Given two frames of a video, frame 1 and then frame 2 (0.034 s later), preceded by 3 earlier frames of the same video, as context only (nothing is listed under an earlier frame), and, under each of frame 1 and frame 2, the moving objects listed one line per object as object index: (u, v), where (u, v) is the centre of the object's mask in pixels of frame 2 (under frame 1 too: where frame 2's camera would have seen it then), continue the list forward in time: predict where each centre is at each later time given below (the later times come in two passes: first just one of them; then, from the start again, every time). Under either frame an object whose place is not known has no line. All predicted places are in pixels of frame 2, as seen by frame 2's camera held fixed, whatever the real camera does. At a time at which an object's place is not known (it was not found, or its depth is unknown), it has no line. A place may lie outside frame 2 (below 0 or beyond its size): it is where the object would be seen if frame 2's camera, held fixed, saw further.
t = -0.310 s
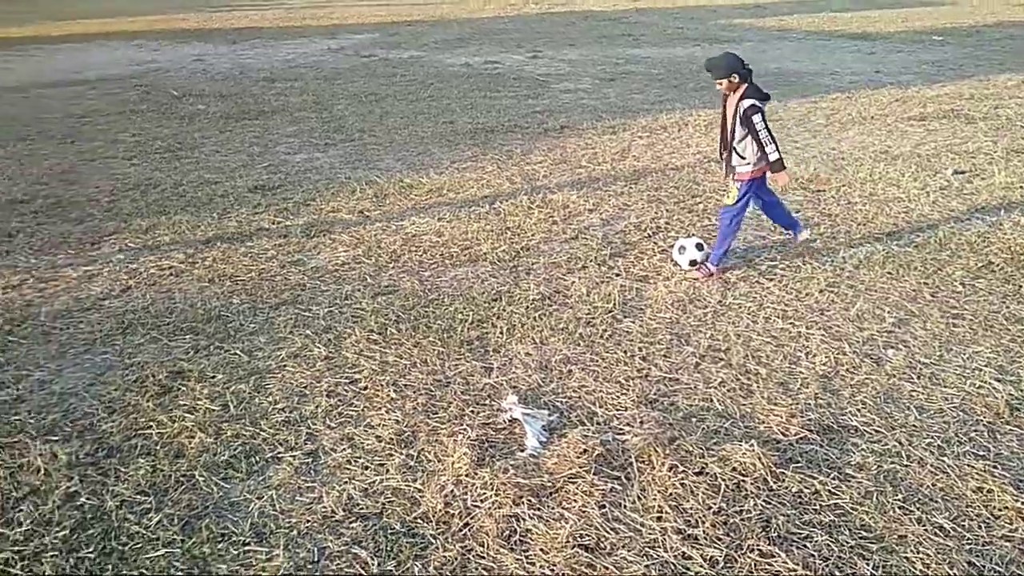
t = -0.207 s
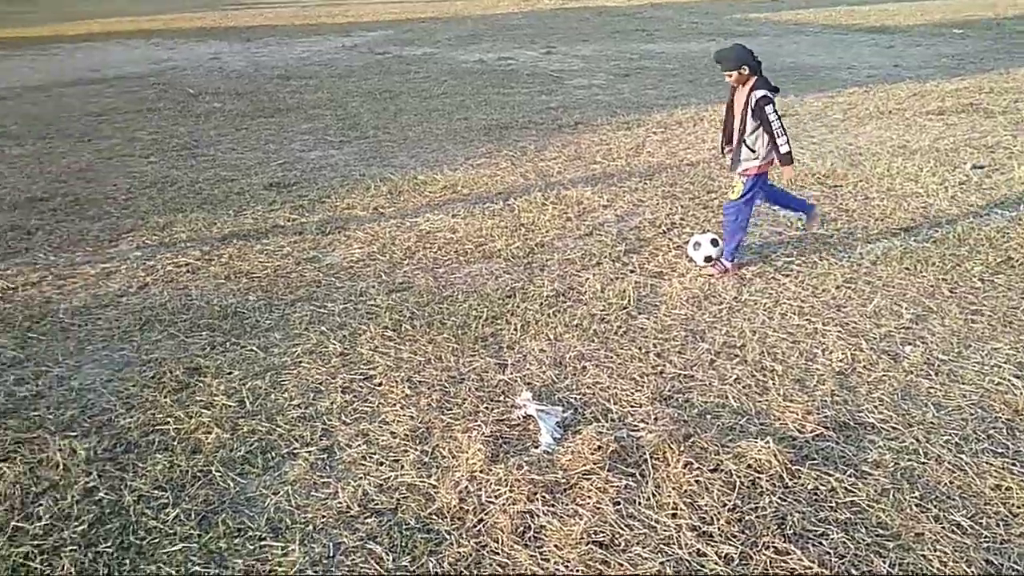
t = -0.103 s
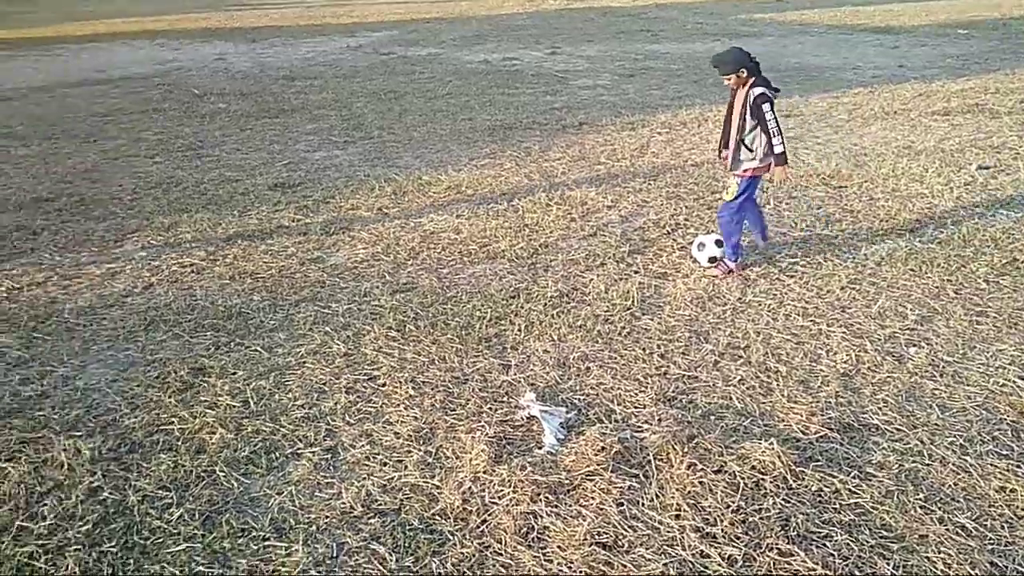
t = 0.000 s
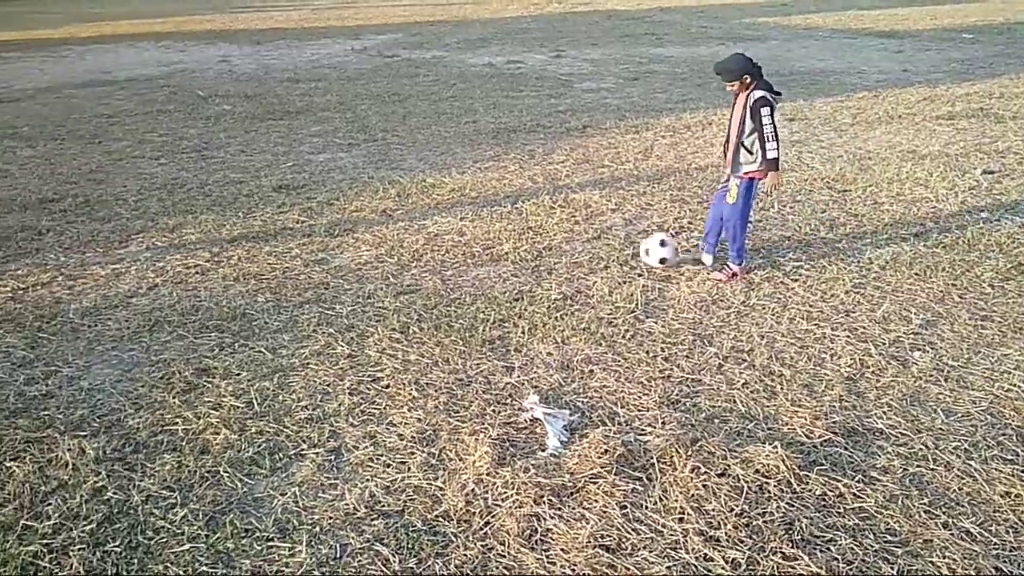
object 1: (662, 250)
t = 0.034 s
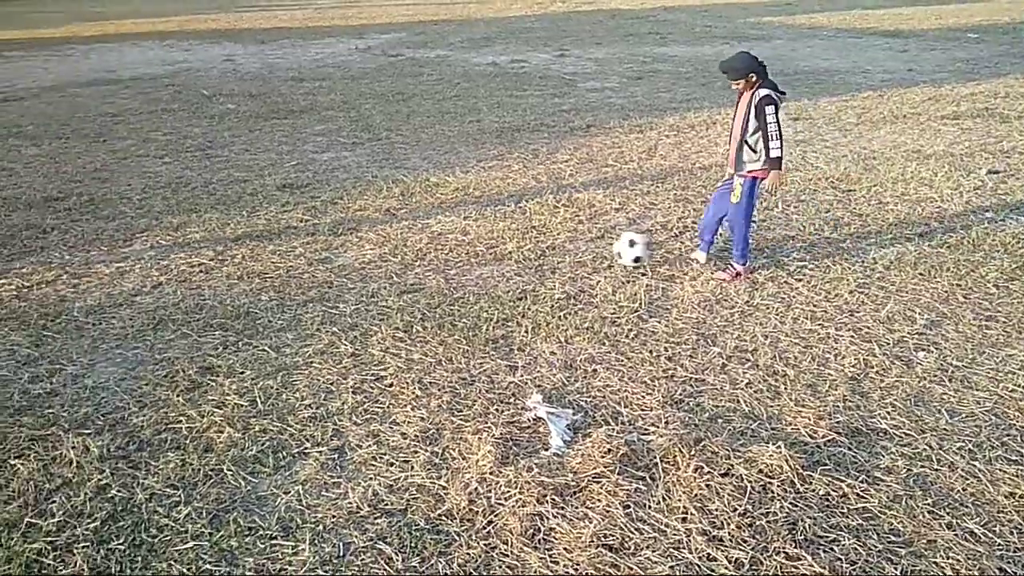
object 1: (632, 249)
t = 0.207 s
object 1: (481, 264)
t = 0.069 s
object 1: (601, 249)
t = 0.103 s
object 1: (569, 252)
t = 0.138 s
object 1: (538, 256)
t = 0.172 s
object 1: (507, 263)
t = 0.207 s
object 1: (481, 264)
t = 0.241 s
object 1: (456, 265)
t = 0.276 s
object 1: (433, 266)
